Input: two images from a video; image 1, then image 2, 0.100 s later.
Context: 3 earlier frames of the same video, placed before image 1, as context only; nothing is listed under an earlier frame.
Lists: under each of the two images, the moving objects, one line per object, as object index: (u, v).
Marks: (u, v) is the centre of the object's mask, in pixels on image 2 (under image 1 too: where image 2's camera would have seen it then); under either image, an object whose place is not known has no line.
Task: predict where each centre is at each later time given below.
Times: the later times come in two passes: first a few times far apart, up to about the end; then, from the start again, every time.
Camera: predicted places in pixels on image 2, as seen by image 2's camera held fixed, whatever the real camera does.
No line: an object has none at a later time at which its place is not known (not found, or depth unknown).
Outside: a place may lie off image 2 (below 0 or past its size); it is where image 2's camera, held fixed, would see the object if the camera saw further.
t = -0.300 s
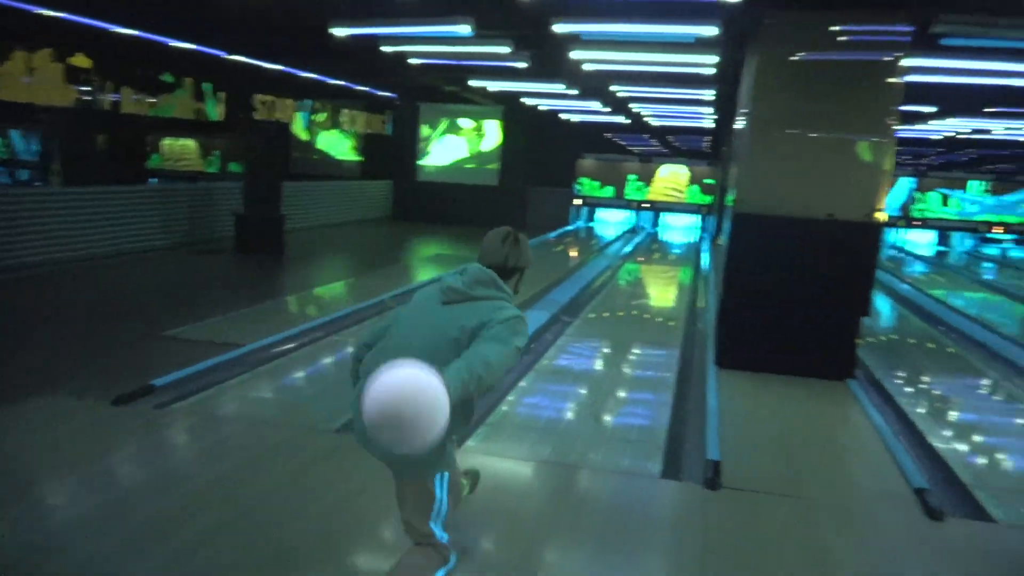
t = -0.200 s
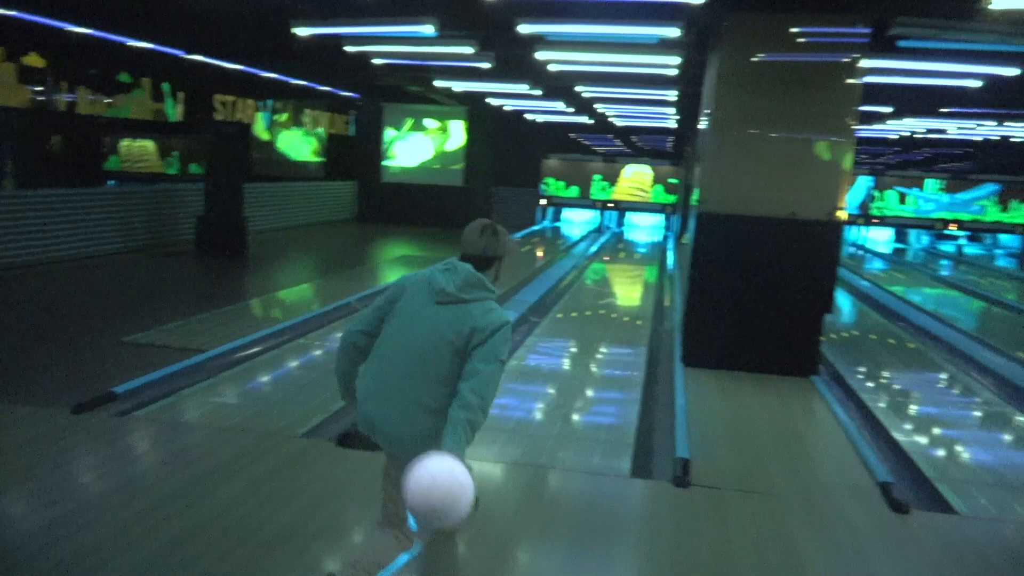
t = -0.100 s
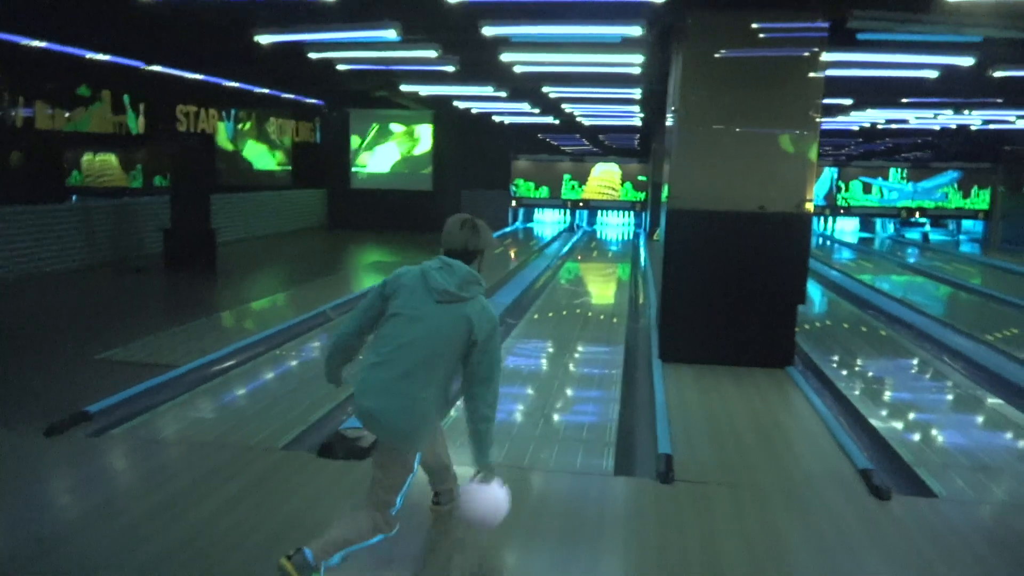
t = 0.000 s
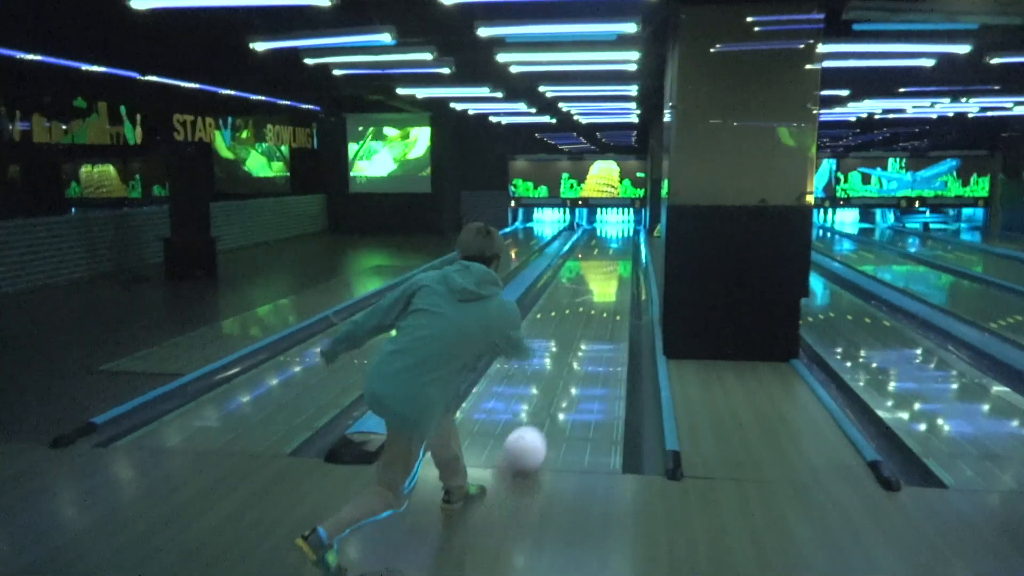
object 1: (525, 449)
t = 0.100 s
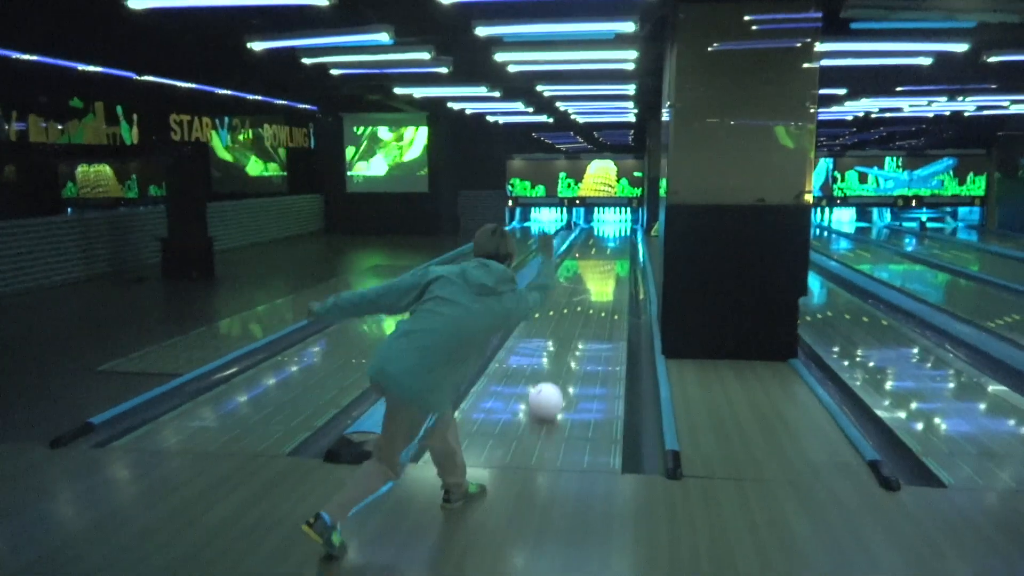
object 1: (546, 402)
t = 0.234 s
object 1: (564, 359)
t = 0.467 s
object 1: (584, 312)
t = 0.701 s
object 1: (595, 284)
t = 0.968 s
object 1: (604, 262)
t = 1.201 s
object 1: (609, 248)
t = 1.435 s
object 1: (613, 239)
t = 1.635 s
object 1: (615, 233)
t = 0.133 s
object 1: (551, 389)
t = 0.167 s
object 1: (556, 378)
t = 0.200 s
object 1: (560, 368)
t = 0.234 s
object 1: (564, 359)
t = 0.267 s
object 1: (567, 350)
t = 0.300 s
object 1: (571, 342)
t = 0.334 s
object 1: (574, 335)
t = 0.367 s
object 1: (577, 328)
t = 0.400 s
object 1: (579, 323)
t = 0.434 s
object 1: (582, 317)
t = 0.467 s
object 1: (584, 312)
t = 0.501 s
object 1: (586, 307)
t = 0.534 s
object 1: (588, 302)
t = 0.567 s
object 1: (590, 298)
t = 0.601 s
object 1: (591, 295)
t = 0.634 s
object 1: (593, 291)
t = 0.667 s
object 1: (594, 287)
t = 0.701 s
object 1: (595, 284)
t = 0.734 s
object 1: (597, 280)
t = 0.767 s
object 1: (598, 277)
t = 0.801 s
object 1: (599, 274)
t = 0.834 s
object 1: (600, 272)
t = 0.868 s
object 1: (602, 269)
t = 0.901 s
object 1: (603, 266)
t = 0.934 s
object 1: (603, 264)
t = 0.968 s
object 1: (604, 262)
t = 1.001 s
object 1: (605, 260)
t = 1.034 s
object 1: (605, 258)
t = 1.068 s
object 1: (606, 255)
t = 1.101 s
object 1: (607, 254)
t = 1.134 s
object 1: (608, 252)
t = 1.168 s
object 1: (608, 250)
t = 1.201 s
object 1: (609, 248)
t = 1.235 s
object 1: (609, 247)
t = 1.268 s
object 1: (610, 246)
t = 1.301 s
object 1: (611, 244)
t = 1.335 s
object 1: (611, 243)
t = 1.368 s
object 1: (612, 242)
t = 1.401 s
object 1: (612, 241)
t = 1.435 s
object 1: (613, 239)
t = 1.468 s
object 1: (613, 238)
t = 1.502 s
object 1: (613, 236)
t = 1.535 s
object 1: (613, 236)
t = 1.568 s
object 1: (614, 237)
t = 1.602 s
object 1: (614, 234)
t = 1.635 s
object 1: (615, 233)
